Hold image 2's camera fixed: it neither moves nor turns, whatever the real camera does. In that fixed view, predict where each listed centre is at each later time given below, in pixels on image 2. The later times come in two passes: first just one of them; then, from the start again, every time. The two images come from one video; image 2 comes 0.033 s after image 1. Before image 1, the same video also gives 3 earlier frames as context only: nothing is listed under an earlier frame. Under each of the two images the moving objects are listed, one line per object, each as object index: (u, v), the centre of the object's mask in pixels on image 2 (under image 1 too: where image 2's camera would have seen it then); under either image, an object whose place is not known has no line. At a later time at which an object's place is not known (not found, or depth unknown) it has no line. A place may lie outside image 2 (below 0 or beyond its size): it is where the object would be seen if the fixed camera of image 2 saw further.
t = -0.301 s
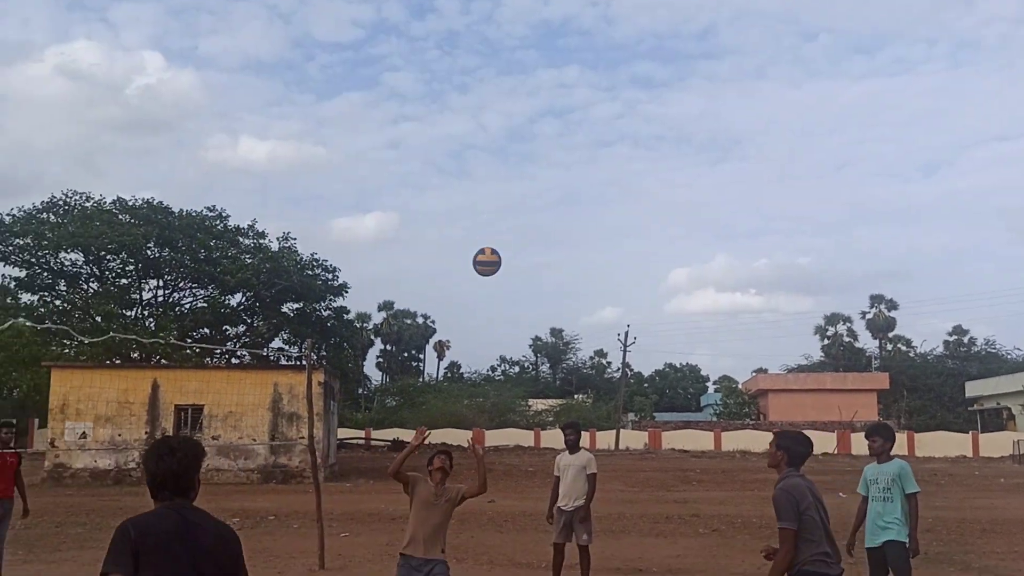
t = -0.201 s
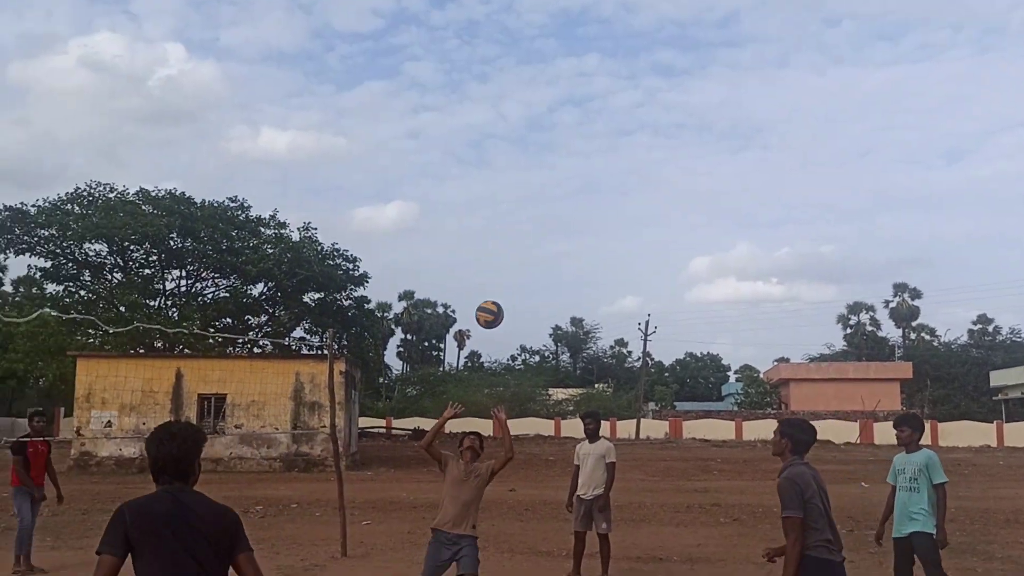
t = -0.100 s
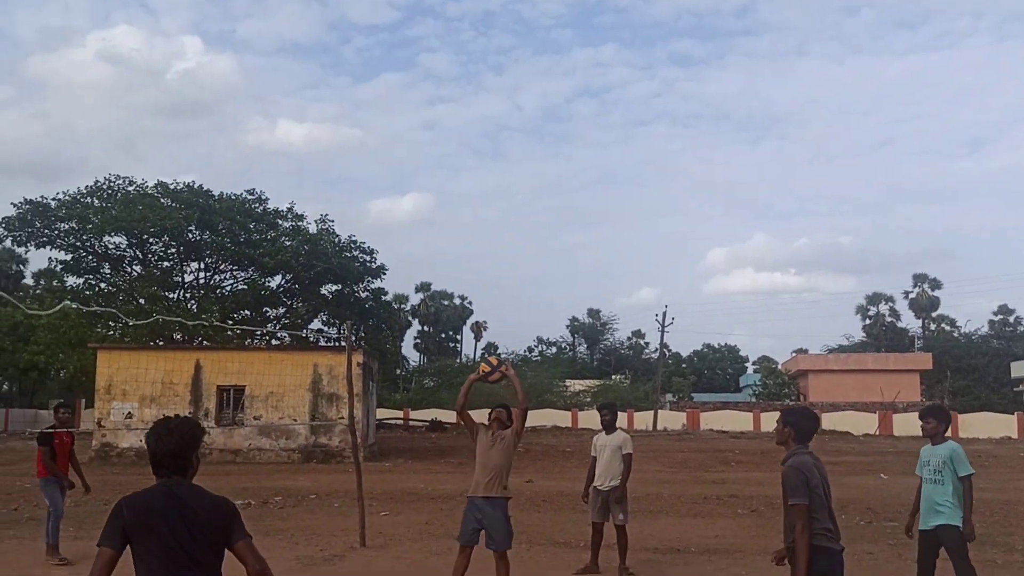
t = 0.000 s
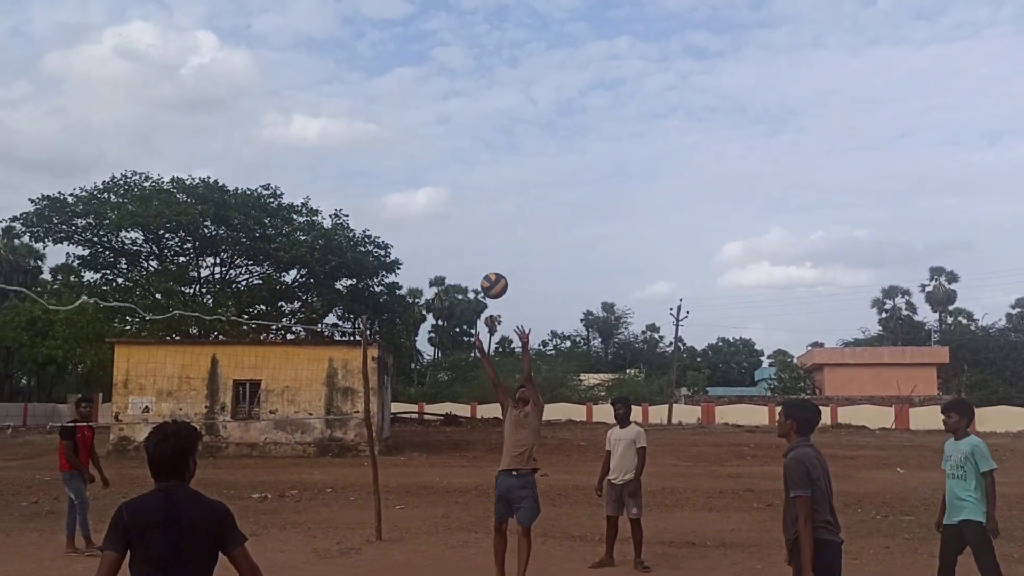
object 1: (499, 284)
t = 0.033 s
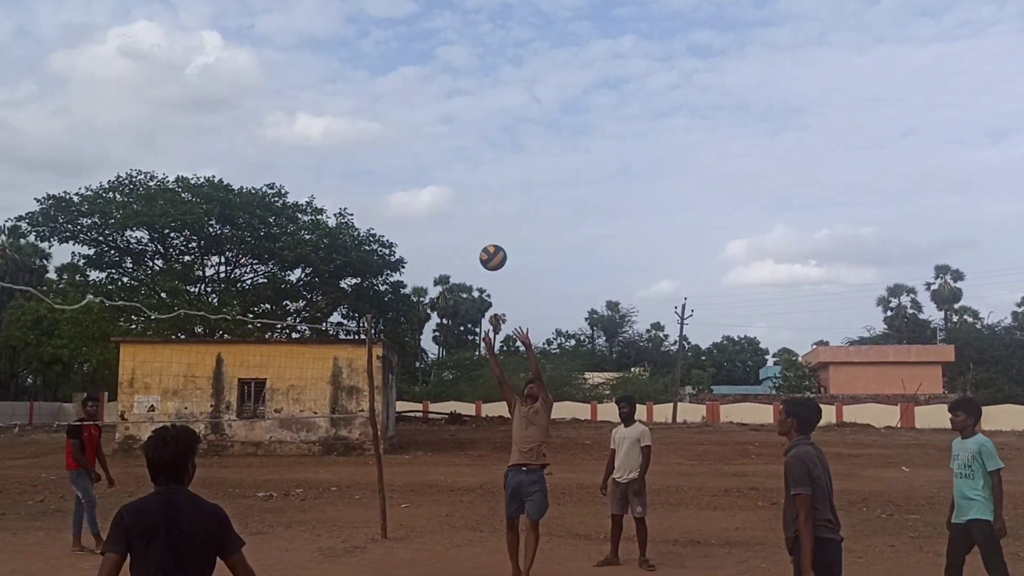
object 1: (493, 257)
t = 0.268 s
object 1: (452, 108)
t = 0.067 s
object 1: (487, 232)
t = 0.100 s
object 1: (481, 208)
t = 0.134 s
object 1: (475, 185)
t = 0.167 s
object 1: (469, 164)
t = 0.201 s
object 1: (463, 144)
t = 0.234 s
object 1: (458, 125)
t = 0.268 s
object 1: (452, 108)
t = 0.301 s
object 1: (446, 91)
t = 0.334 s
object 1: (440, 77)
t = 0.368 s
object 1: (434, 63)
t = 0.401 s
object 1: (429, 51)
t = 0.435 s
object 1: (422, 40)
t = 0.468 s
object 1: (416, 31)
